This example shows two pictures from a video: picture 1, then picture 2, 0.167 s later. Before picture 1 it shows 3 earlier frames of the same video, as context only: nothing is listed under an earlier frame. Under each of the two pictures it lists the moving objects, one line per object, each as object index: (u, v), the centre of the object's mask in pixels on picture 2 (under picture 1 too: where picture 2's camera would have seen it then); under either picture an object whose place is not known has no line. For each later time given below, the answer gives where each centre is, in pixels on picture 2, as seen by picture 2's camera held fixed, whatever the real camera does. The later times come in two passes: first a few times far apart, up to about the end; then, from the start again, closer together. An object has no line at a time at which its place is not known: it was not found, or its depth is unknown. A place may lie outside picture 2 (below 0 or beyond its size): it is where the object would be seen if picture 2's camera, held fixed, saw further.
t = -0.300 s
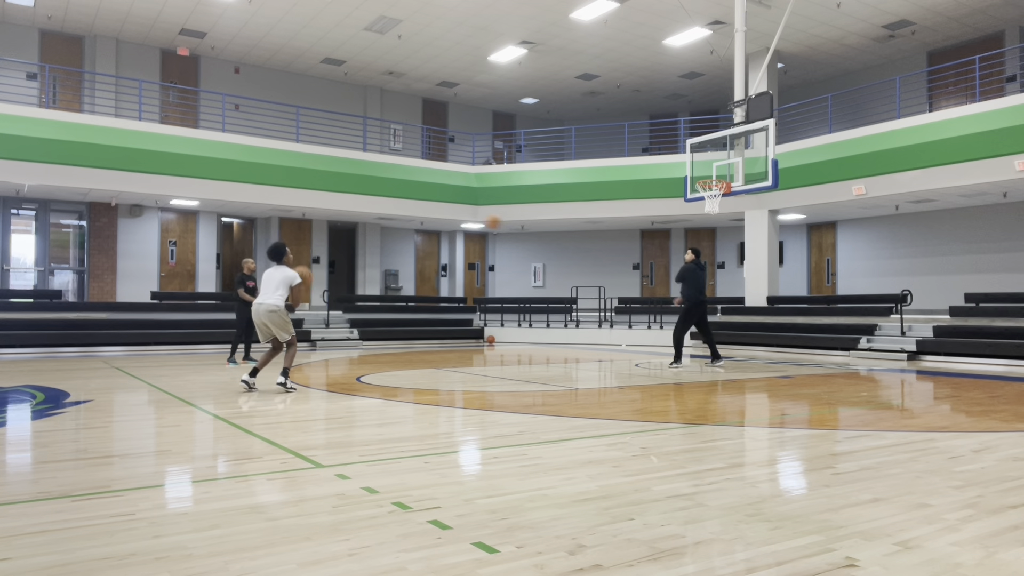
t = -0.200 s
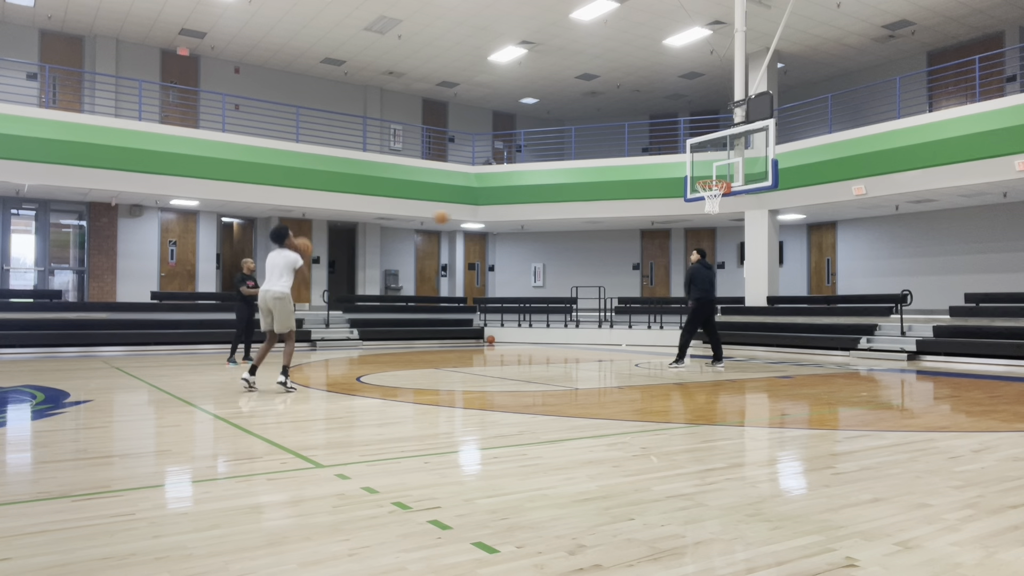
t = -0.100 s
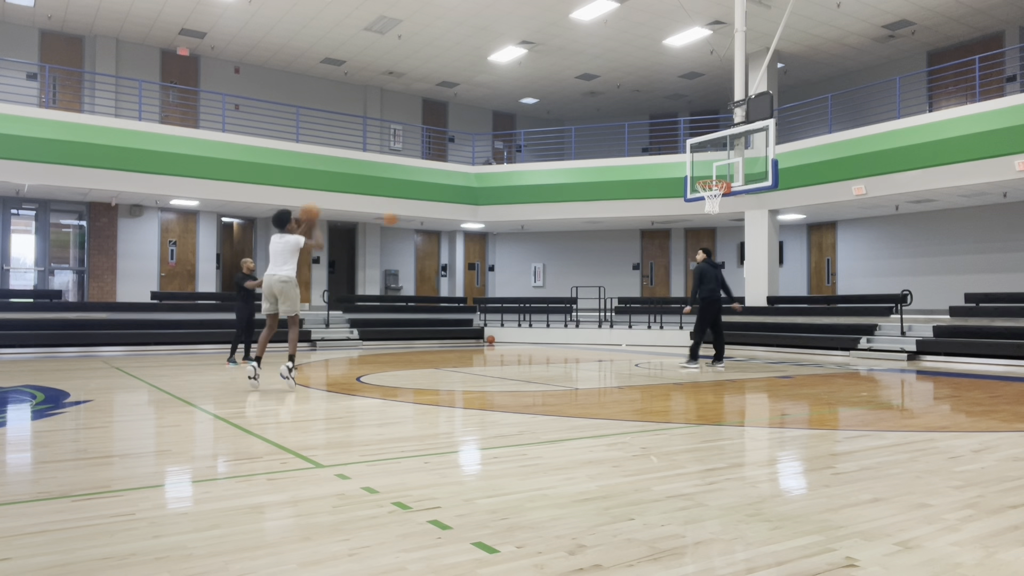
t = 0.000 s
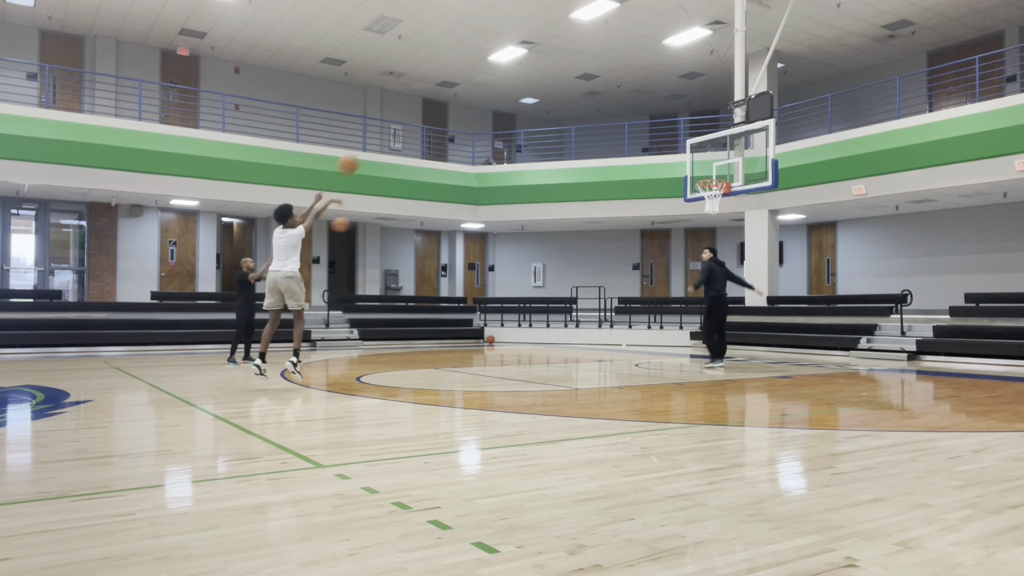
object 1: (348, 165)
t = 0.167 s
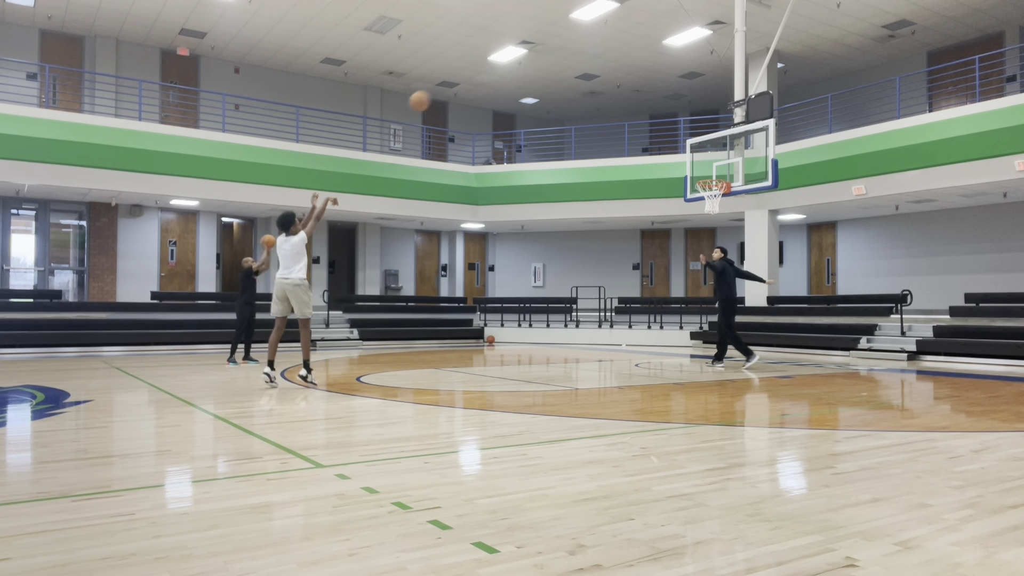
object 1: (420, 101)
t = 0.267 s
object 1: (457, 77)
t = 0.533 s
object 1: (551, 51)
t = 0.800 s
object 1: (630, 73)
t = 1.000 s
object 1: (683, 115)
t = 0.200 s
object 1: (433, 92)
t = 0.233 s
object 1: (446, 84)
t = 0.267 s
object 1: (457, 77)
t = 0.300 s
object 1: (471, 70)
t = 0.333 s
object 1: (483, 65)
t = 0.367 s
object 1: (494, 61)
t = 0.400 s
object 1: (507, 57)
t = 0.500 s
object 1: (541, 51)
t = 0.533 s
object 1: (551, 51)
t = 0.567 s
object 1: (562, 51)
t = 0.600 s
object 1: (572, 52)
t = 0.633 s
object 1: (582, 55)
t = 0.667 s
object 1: (592, 57)
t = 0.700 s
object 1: (603, 60)
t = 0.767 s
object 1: (621, 68)
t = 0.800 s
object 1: (630, 73)
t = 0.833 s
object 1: (640, 79)
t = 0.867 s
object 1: (648, 85)
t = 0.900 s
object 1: (657, 92)
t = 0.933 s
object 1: (666, 99)
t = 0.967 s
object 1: (674, 107)
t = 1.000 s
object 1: (683, 115)
